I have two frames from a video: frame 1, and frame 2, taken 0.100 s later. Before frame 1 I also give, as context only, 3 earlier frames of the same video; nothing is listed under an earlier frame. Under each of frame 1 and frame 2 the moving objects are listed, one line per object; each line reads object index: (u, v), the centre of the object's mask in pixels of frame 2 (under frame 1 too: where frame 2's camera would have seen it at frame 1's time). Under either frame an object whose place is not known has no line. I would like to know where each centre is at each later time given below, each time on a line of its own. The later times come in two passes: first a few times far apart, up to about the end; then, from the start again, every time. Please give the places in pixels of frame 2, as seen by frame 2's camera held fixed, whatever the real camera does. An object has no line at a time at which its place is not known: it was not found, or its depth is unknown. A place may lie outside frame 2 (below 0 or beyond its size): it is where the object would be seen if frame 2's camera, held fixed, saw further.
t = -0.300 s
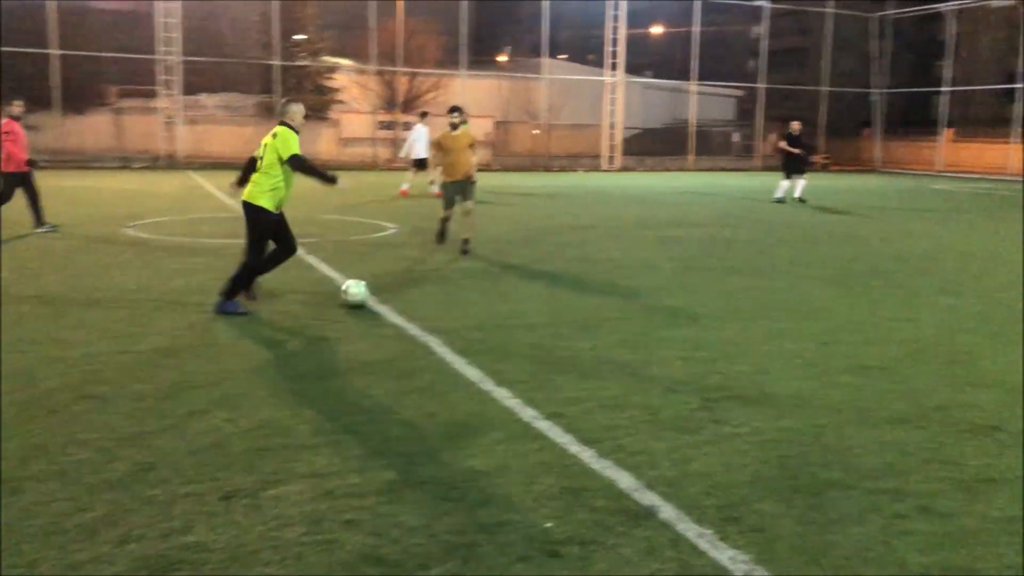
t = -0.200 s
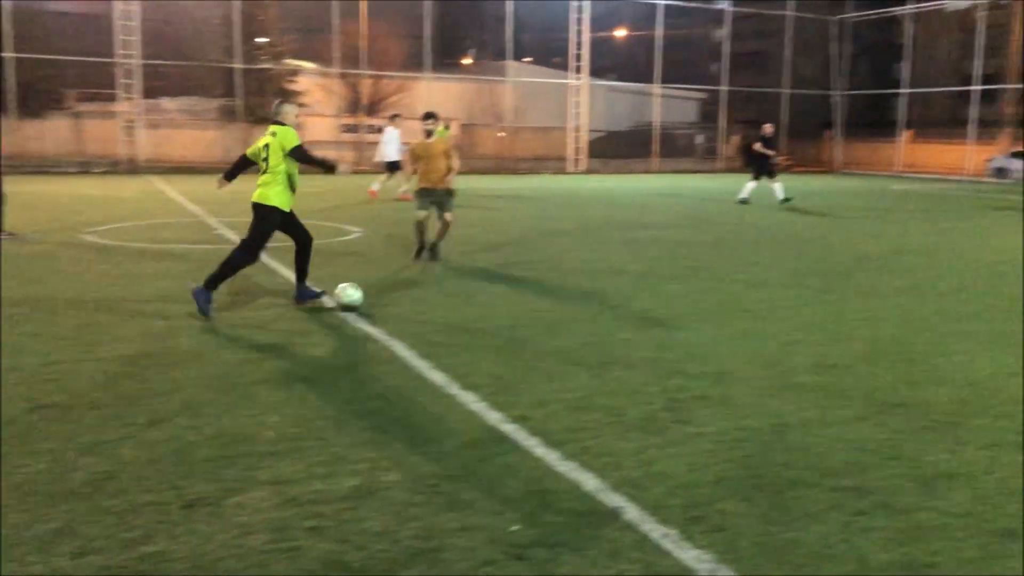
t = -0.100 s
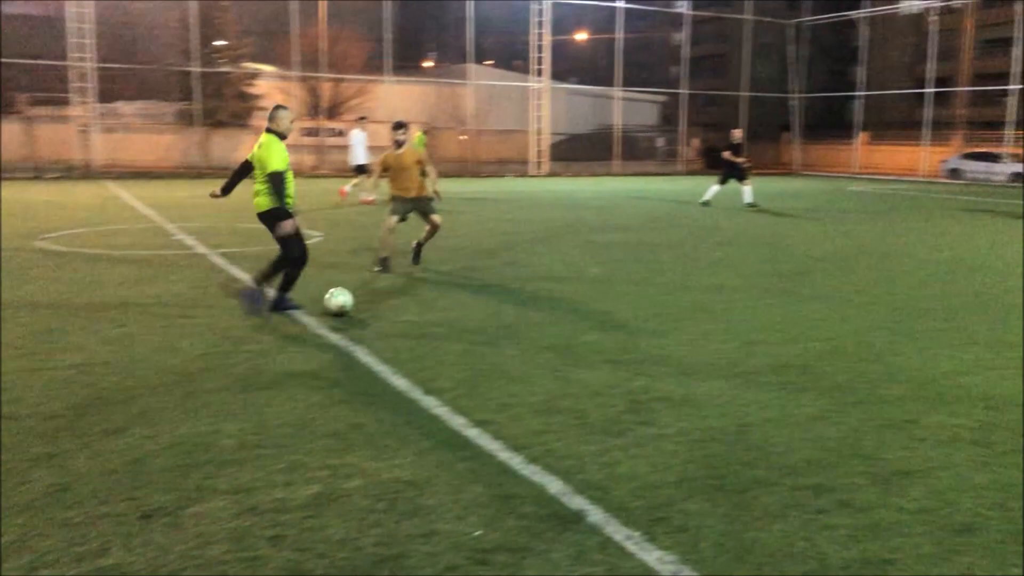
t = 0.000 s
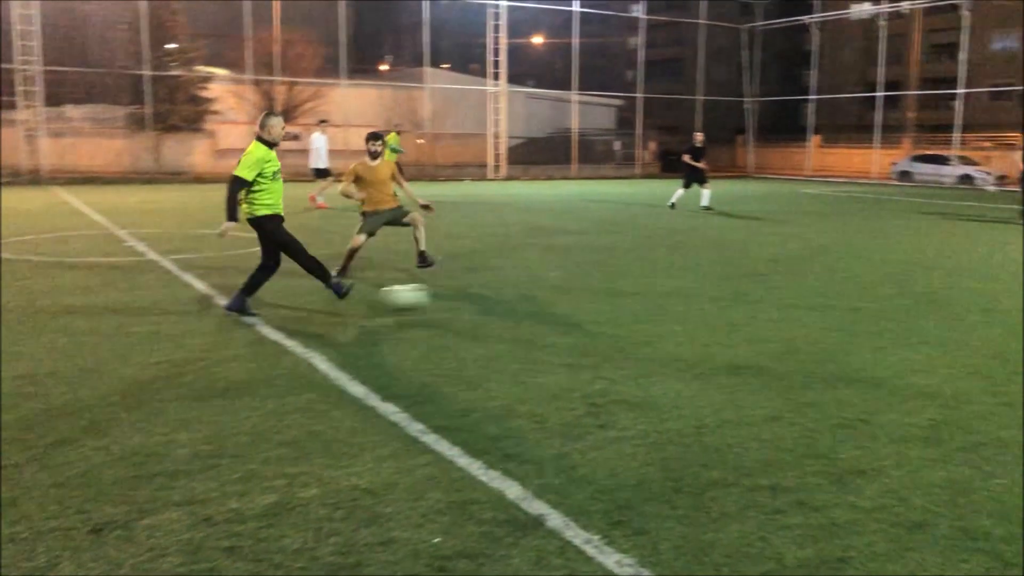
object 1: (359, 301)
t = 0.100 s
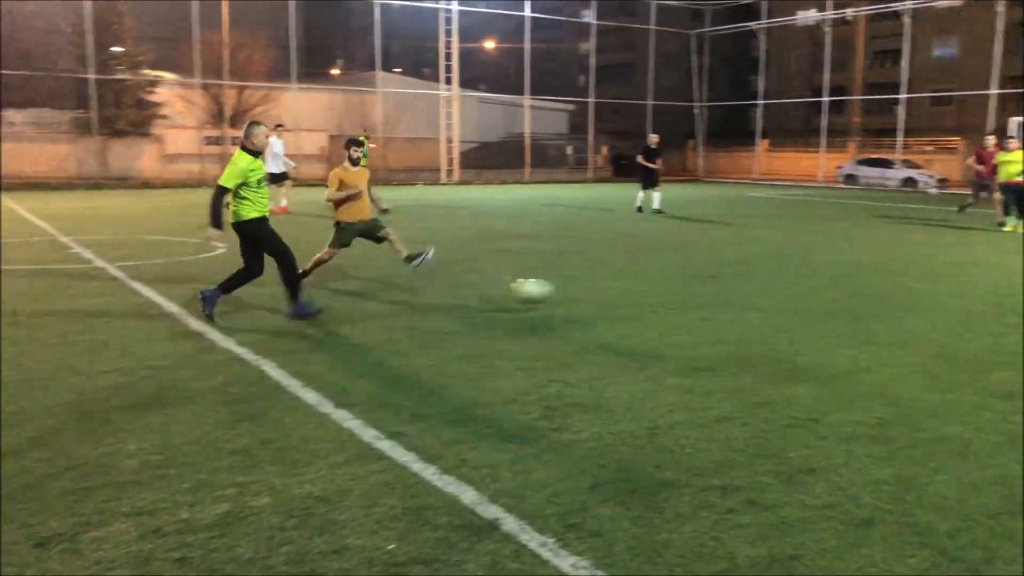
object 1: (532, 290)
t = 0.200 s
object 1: (678, 291)
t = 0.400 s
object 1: (888, 274)
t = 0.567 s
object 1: (1011, 266)
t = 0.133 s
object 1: (584, 289)
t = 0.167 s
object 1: (633, 290)
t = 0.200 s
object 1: (678, 291)
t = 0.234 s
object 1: (718, 285)
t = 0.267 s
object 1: (755, 279)
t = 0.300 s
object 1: (790, 276)
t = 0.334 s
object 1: (824, 274)
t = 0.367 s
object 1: (857, 273)
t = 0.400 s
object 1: (888, 274)
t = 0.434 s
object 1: (917, 276)
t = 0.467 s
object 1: (943, 273)
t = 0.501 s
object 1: (967, 269)
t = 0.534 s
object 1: (989, 266)
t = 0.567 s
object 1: (1011, 266)
